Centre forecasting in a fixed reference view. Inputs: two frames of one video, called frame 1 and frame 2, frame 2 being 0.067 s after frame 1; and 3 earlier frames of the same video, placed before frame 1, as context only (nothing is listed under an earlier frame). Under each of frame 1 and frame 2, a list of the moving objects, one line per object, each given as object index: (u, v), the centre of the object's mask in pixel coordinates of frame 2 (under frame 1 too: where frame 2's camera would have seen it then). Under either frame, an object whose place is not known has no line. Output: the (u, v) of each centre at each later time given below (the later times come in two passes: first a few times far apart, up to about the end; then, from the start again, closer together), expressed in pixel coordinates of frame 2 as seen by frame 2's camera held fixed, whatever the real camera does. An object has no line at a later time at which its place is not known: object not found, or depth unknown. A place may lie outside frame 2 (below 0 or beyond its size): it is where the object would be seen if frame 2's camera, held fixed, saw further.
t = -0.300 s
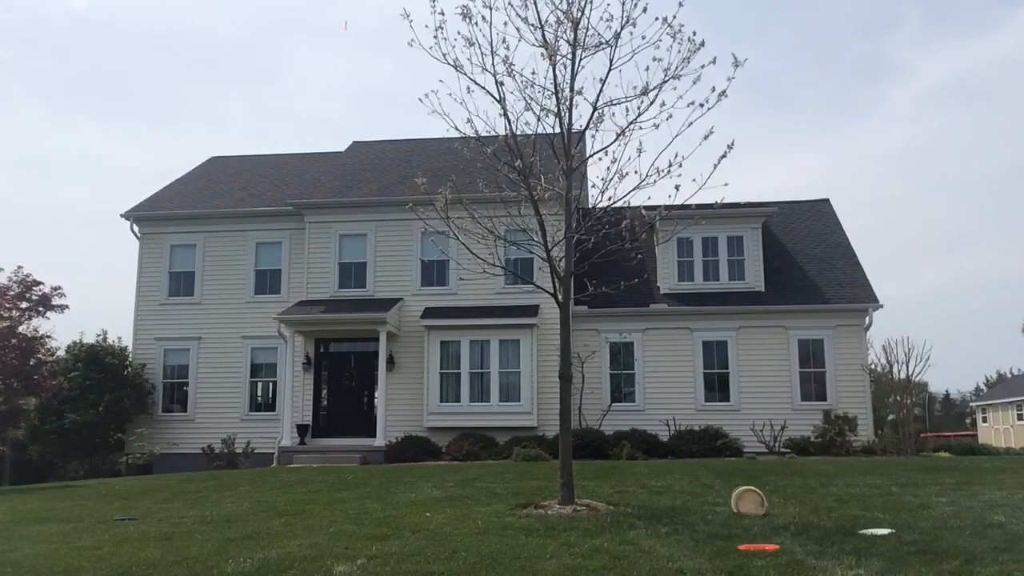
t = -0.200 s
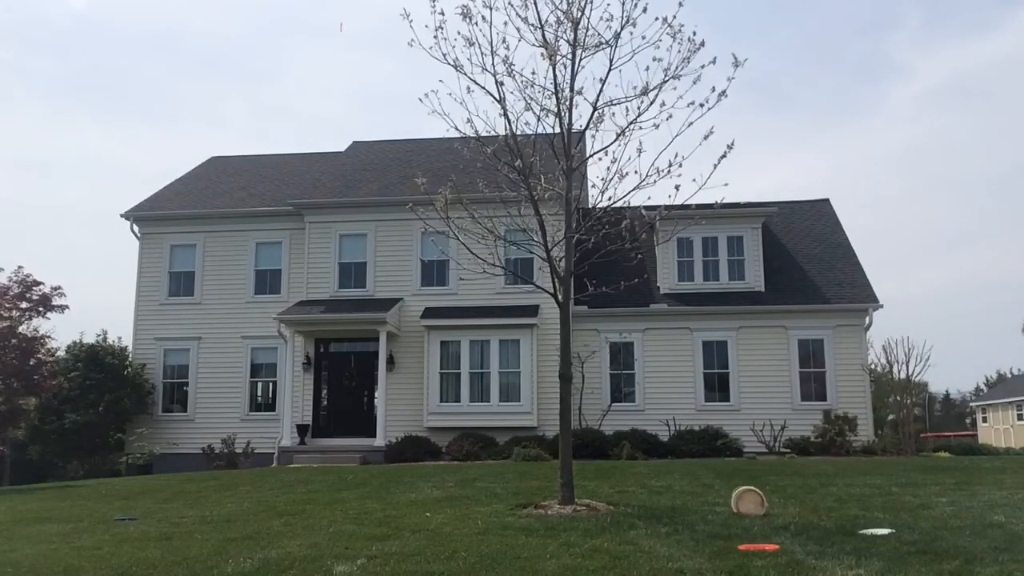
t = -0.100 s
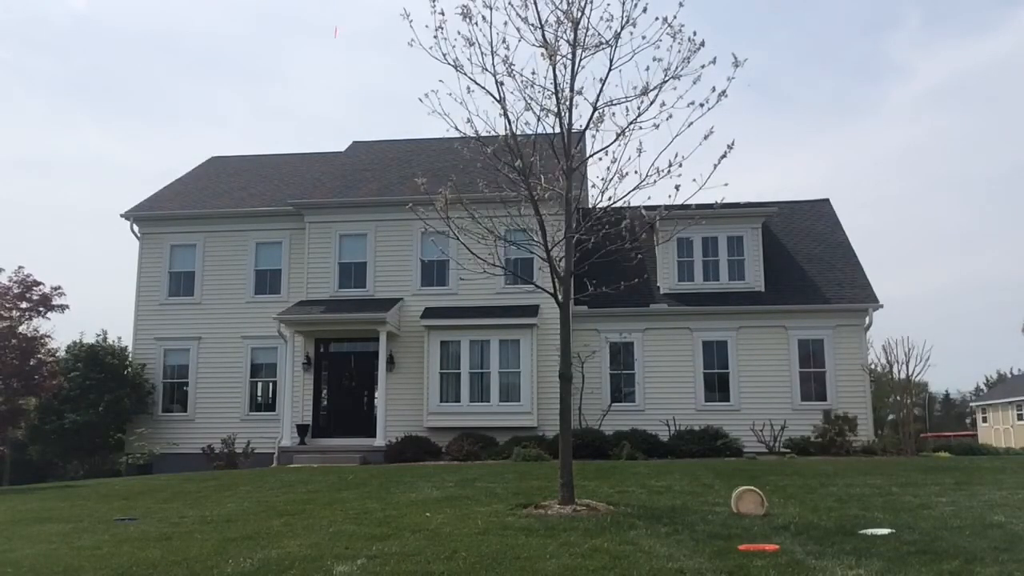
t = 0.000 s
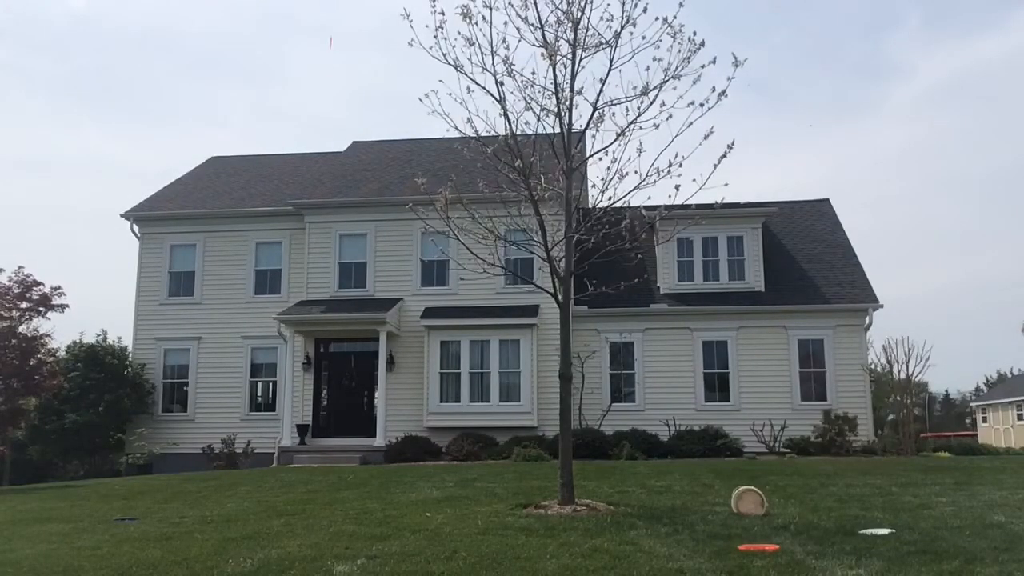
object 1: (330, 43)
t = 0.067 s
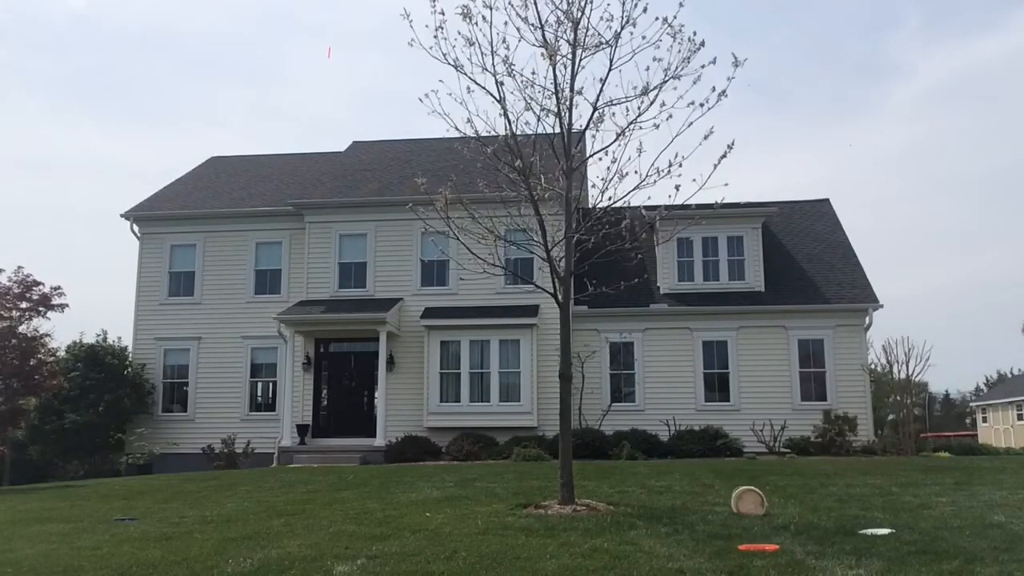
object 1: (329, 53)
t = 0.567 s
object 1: (330, 225)
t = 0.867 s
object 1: (305, 446)
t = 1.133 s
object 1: (346, 457)
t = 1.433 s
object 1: (414, 461)
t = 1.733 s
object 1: (491, 499)
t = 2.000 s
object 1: (582, 500)
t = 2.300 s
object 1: (687, 510)
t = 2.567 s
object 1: (749, 508)
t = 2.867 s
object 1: (751, 504)
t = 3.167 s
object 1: (751, 504)
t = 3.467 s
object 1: (751, 504)
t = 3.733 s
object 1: (751, 504)
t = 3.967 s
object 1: (751, 504)
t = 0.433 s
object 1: (332, 159)
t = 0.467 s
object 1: (331, 174)
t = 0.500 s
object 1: (331, 190)
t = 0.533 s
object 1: (330, 207)
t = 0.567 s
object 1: (330, 225)
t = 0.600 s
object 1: (330, 244)
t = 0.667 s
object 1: (326, 286)
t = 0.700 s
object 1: (324, 308)
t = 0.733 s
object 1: (321, 332)
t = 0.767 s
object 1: (318, 358)
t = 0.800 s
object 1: (314, 386)
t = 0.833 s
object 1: (310, 414)
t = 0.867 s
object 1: (305, 446)
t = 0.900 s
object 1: (299, 479)
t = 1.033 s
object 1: (324, 473)
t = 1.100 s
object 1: (339, 462)
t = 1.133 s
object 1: (346, 457)
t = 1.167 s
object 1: (354, 454)
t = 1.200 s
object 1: (362, 453)
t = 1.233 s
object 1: (369, 451)
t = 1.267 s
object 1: (377, 449)
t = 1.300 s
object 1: (384, 451)
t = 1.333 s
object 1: (392, 451)
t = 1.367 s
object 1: (399, 453)
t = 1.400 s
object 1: (407, 457)
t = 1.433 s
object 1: (414, 461)
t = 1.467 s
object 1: (421, 466)
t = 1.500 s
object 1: (429, 472)
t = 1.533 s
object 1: (436, 480)
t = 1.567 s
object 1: (443, 489)
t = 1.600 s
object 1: (450, 498)
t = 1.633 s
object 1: (459, 504)
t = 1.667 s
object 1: (469, 503)
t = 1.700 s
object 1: (480, 500)
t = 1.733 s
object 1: (491, 499)
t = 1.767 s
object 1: (502, 498)
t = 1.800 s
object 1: (513, 498)
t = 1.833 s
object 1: (524, 498)
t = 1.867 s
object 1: (536, 500)
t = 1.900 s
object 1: (547, 501)
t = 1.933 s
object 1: (559, 501)
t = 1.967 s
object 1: (570, 500)
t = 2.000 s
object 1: (582, 500)
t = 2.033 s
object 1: (594, 501)
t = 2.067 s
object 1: (606, 503)
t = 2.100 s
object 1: (618, 506)
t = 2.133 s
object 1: (630, 509)
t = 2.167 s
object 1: (642, 511)
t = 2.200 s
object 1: (654, 511)
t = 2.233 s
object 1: (665, 511)
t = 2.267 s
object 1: (676, 510)
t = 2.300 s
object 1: (687, 510)
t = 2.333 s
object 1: (697, 511)
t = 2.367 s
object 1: (707, 511)
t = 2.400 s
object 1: (717, 512)
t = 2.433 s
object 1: (724, 510)
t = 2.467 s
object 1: (732, 510)
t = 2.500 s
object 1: (739, 510)
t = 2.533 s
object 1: (745, 509)
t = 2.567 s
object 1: (749, 508)
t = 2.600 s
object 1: (749, 508)
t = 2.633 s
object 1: (750, 507)
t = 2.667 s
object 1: (751, 506)
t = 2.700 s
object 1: (751, 505)
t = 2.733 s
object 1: (751, 505)
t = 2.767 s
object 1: (751, 505)
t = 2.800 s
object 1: (751, 504)
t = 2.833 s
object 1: (751, 504)
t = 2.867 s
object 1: (751, 504)
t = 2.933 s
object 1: (751, 504)
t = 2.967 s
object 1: (751, 504)
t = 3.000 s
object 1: (751, 504)
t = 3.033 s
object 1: (751, 504)
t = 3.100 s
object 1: (751, 504)
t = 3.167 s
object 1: (751, 504)
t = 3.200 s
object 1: (751, 504)
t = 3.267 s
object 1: (751, 504)
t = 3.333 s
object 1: (751, 504)
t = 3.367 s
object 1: (751, 504)
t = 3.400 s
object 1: (751, 504)
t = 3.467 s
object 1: (751, 504)
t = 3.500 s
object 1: (751, 504)
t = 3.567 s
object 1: (751, 504)
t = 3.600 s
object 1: (751, 504)
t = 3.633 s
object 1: (751, 504)
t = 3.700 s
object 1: (751, 504)
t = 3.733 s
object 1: (751, 504)
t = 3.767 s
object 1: (751, 504)
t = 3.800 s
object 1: (751, 504)
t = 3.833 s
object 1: (751, 504)
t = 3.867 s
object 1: (751, 504)
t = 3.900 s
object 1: (751, 504)
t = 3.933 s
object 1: (751, 504)
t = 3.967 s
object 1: (751, 504)
